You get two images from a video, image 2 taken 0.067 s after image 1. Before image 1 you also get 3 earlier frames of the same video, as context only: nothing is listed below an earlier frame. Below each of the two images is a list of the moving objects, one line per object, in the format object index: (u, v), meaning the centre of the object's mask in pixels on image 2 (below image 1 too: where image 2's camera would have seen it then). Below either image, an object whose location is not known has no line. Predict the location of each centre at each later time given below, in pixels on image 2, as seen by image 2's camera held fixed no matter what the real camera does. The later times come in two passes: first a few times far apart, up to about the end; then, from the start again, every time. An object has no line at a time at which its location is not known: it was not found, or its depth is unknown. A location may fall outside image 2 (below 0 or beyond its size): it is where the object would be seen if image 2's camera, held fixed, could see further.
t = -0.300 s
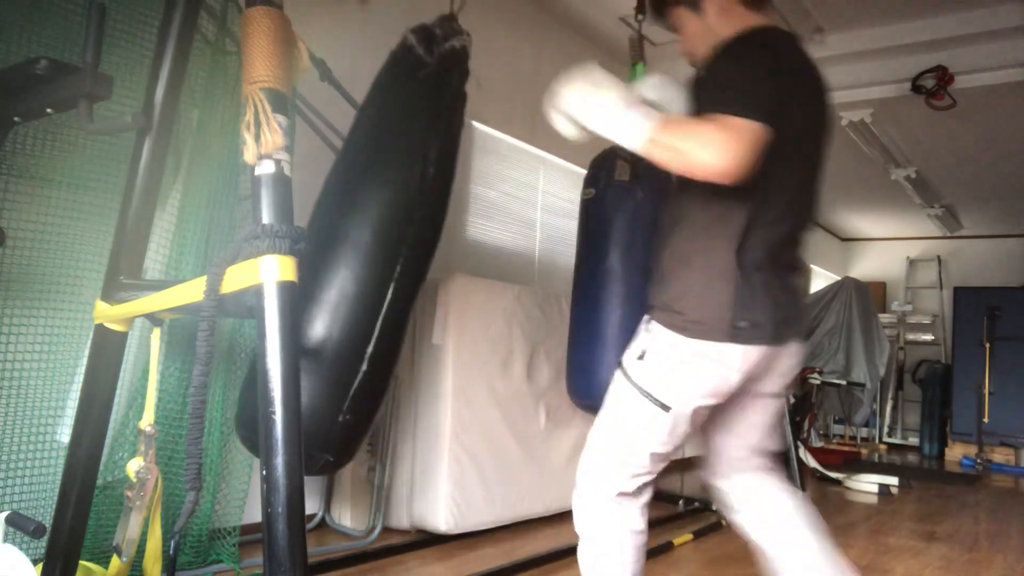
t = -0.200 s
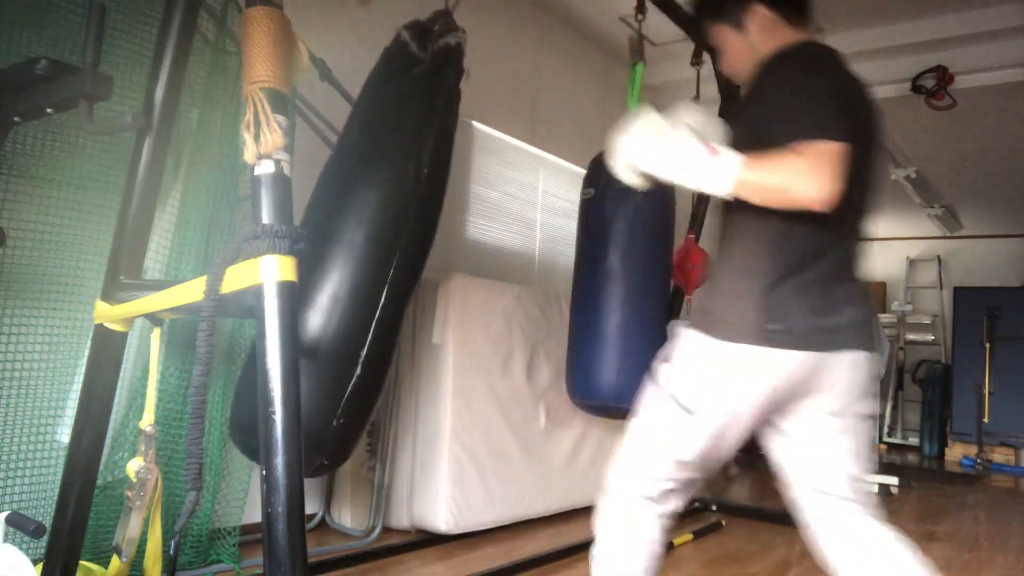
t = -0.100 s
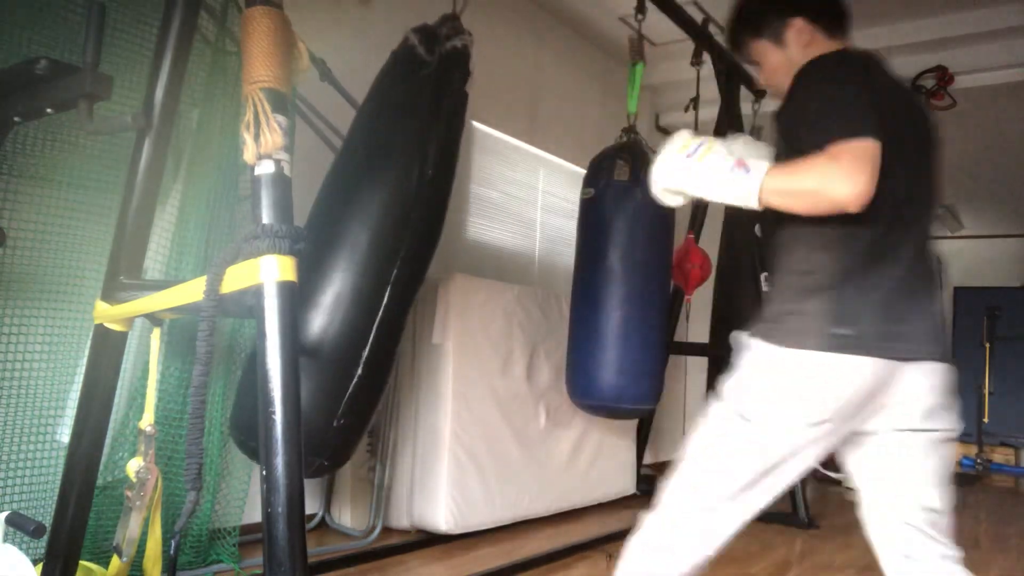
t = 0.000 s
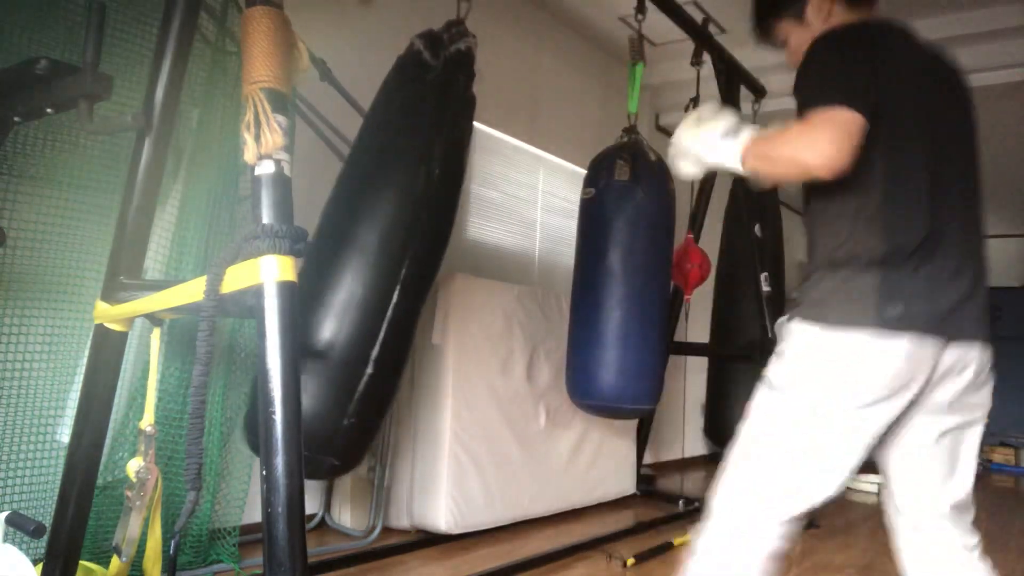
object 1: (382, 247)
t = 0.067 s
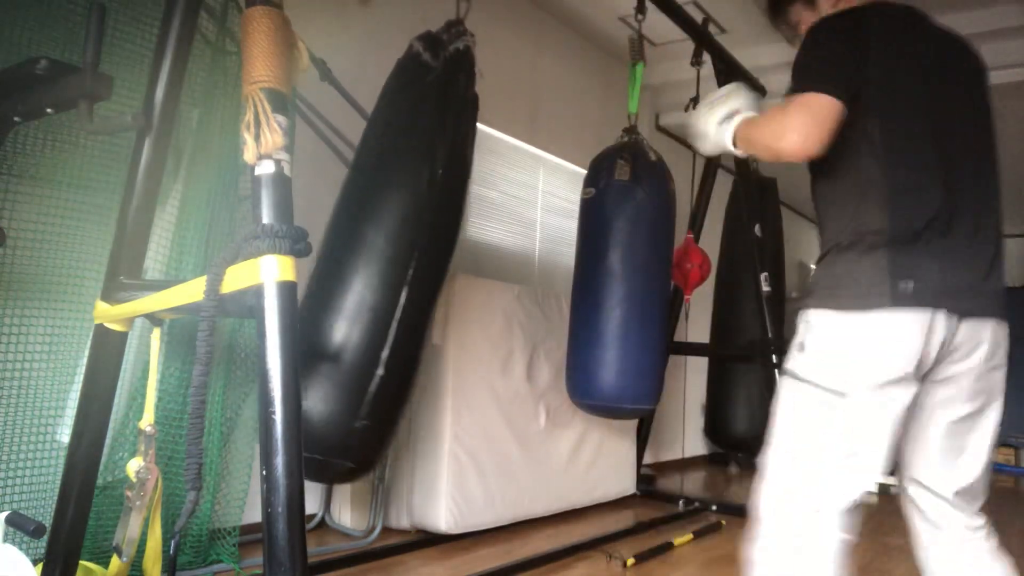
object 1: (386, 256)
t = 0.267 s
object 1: (423, 274)
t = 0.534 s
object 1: (492, 279)
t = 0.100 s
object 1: (389, 261)
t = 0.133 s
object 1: (393, 266)
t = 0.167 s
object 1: (399, 270)
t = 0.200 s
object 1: (406, 272)
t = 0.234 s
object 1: (414, 273)
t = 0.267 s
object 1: (423, 274)
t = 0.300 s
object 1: (432, 276)
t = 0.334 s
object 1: (441, 277)
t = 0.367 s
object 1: (450, 279)
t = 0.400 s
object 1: (458, 280)
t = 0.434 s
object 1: (467, 280)
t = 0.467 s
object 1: (475, 280)
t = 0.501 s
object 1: (484, 280)
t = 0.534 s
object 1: (492, 279)
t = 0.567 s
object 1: (500, 279)
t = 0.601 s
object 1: (508, 277)
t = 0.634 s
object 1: (515, 277)
